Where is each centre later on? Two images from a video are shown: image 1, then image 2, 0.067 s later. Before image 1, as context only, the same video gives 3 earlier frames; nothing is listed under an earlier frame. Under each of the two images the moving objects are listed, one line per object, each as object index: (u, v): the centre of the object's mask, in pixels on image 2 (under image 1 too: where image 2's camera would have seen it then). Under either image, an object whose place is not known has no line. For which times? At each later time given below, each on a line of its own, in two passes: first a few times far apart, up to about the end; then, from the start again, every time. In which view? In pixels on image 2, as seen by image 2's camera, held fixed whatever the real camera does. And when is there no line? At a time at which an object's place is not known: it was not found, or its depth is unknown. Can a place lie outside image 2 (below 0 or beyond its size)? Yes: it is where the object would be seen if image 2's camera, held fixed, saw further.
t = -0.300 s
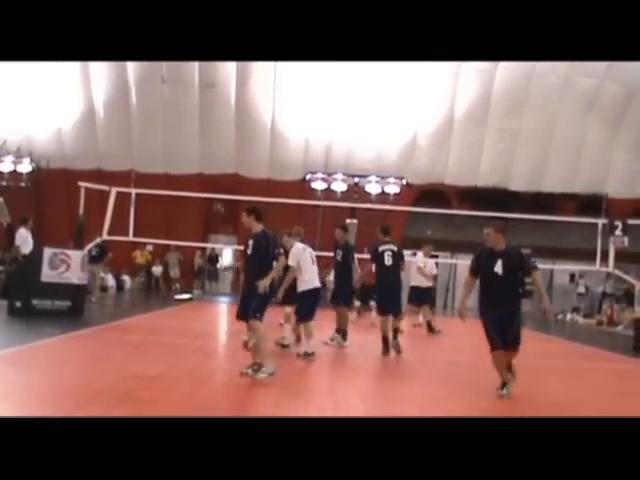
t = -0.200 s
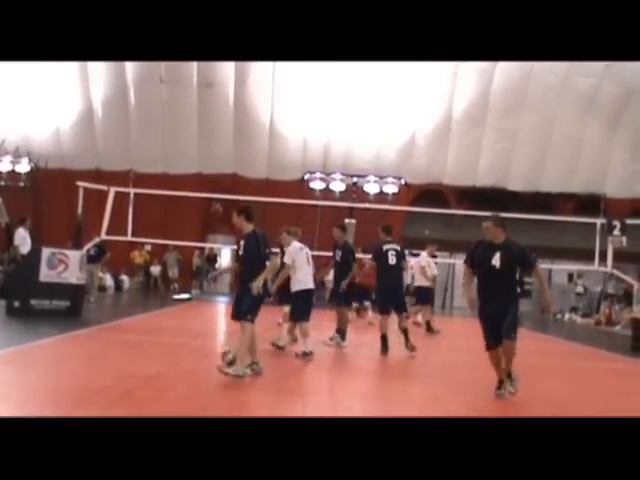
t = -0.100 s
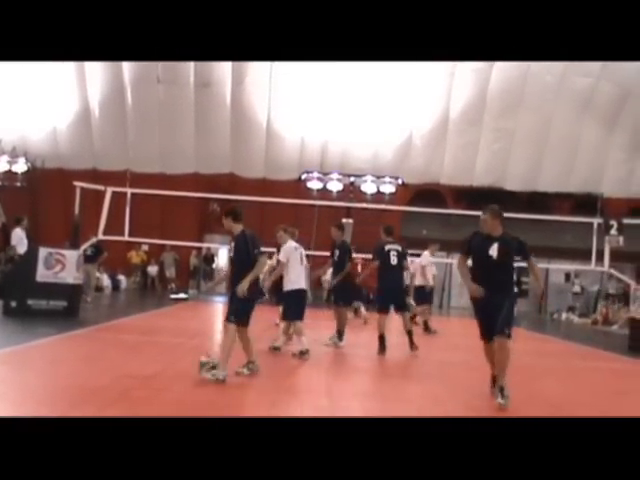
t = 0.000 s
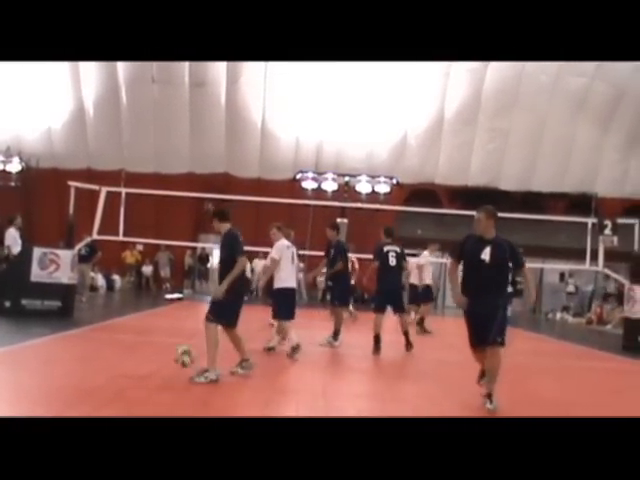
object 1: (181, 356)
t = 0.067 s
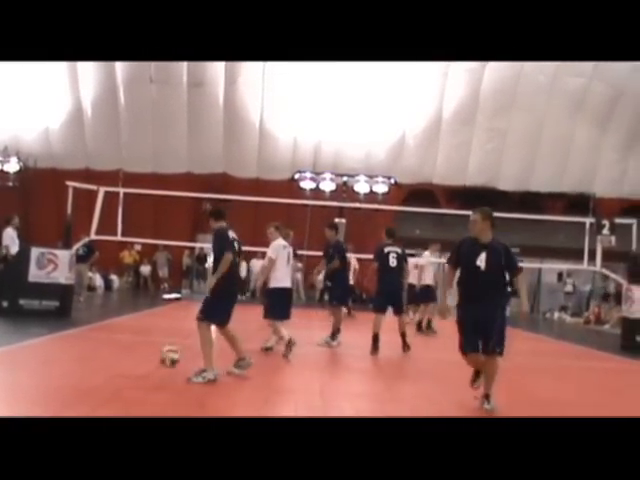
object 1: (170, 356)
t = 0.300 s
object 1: (122, 362)
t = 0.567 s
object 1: (65, 370)
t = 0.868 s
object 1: (-3, 375)
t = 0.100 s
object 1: (162, 358)
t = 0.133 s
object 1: (156, 360)
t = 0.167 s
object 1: (149, 363)
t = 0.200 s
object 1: (140, 372)
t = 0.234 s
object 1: (136, 368)
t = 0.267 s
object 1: (129, 365)
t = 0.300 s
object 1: (122, 362)
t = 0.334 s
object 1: (115, 362)
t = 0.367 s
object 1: (108, 362)
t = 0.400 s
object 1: (102, 364)
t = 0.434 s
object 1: (94, 366)
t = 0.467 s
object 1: (87, 371)
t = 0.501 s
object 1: (79, 375)
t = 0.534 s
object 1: (72, 371)
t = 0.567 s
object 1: (65, 370)
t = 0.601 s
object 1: (56, 369)
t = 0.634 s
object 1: (49, 370)
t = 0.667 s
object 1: (42, 372)
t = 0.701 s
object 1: (34, 375)
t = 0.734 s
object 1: (25, 381)
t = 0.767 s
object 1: (16, 376)
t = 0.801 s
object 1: (9, 375)
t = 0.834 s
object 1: (1, 374)
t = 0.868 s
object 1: (-3, 375)
